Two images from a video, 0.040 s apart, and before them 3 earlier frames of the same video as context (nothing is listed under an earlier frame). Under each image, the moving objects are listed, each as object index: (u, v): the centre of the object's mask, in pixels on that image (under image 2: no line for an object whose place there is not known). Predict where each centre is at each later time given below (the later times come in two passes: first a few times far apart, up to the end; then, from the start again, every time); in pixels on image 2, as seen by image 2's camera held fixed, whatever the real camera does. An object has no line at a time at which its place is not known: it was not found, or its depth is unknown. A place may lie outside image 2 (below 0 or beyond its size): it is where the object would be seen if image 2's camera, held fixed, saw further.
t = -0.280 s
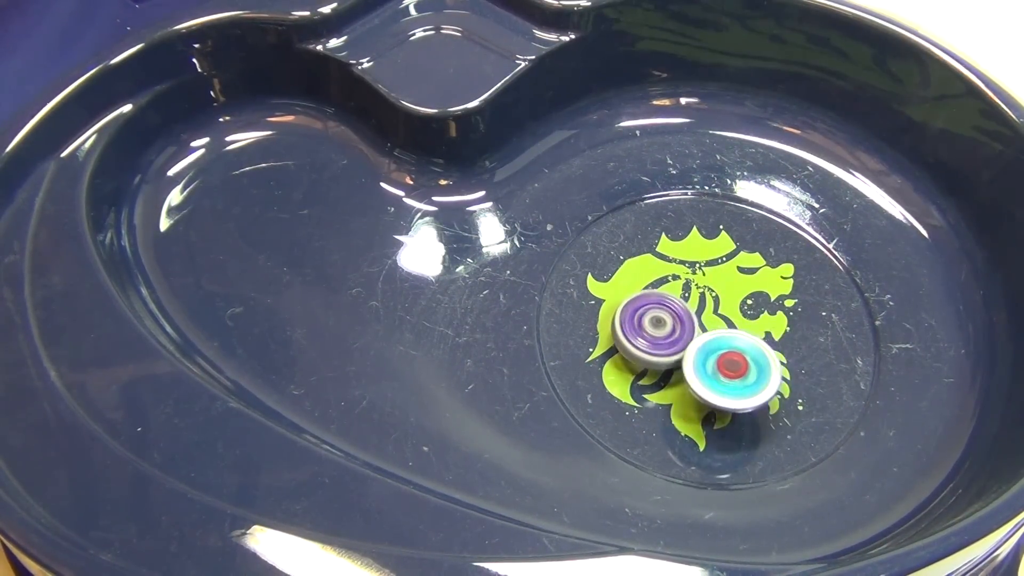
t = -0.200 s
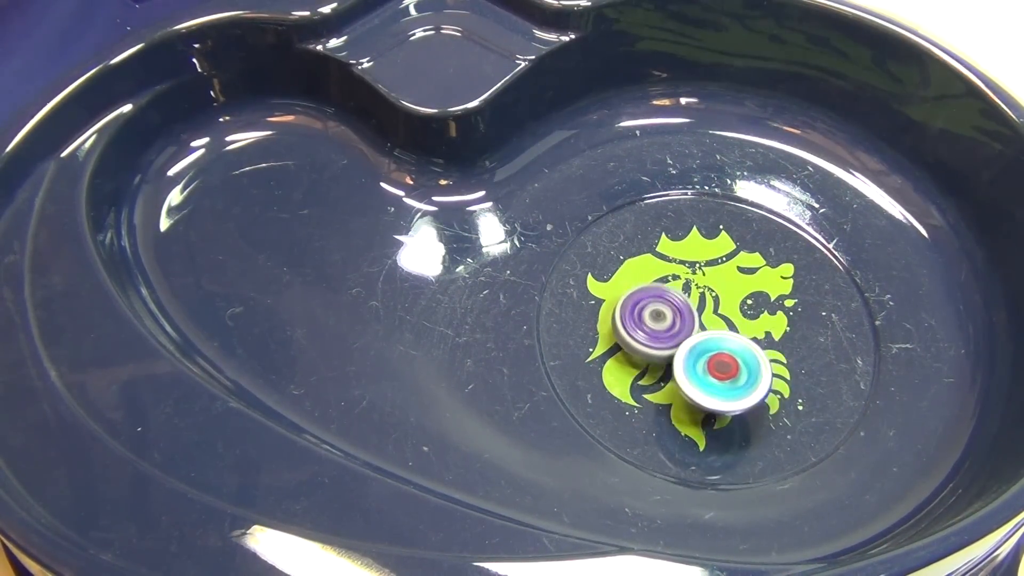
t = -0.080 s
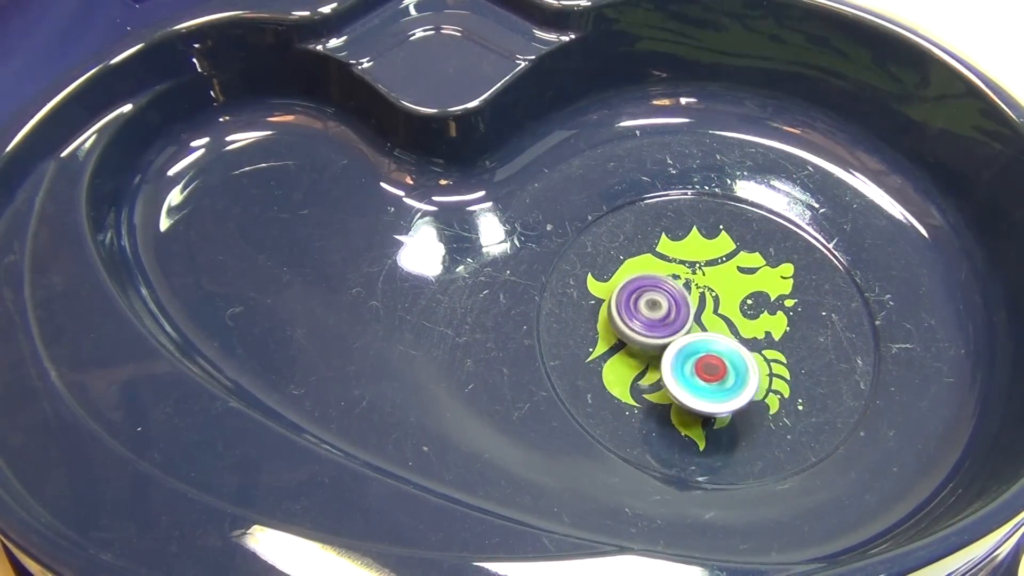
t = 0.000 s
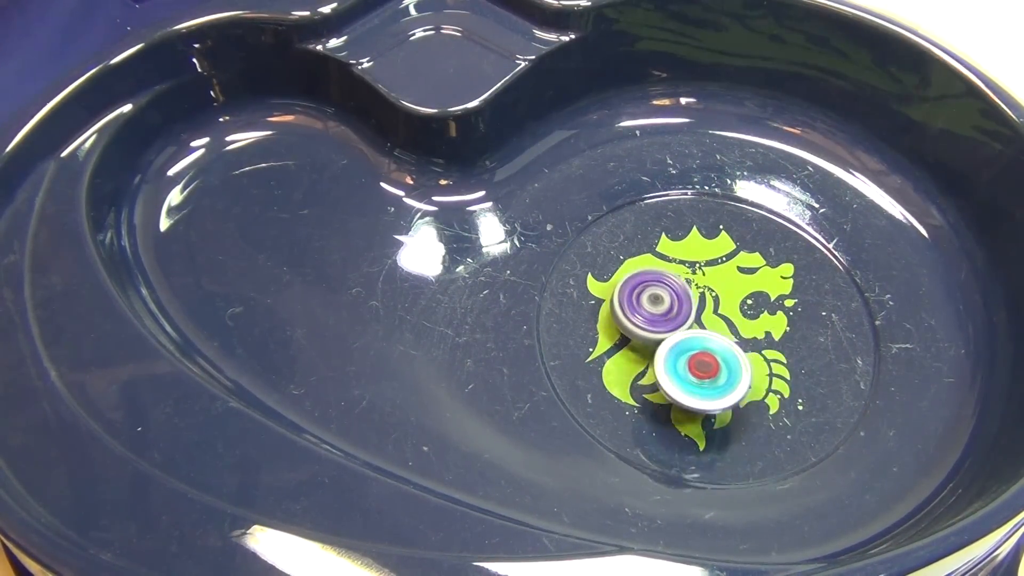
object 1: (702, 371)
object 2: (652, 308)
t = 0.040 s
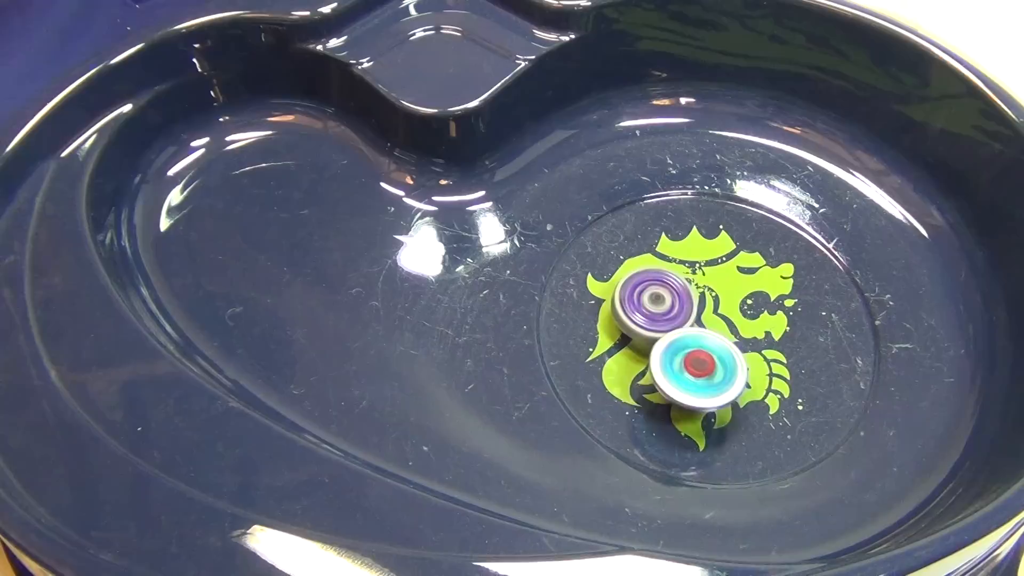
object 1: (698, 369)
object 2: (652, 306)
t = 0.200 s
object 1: (683, 364)
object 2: (657, 288)
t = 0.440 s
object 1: (691, 411)
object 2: (677, 234)
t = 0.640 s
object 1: (695, 405)
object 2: (669, 252)
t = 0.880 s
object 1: (686, 372)
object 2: (678, 291)
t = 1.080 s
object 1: (657, 322)
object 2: (731, 312)
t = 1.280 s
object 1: (592, 286)
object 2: (786, 372)
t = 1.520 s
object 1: (561, 281)
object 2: (800, 419)
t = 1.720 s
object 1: (569, 276)
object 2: (804, 431)
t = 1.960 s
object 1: (590, 258)
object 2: (779, 426)
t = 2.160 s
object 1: (627, 249)
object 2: (735, 413)
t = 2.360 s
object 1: (672, 253)
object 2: (686, 395)
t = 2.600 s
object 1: (724, 270)
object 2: (636, 364)
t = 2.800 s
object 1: (759, 292)
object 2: (599, 334)
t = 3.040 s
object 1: (782, 326)
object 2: (579, 303)
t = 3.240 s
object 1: (780, 355)
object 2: (579, 279)
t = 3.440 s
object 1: (762, 377)
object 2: (590, 259)
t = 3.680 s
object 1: (722, 383)
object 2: (609, 241)
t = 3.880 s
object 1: (686, 370)
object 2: (635, 237)
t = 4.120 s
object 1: (649, 335)
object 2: (689, 243)
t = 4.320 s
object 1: (632, 298)
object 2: (729, 258)
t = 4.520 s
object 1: (632, 268)
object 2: (764, 280)
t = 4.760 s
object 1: (651, 244)
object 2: (804, 305)
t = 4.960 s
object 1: (682, 241)
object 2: (816, 324)
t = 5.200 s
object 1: (720, 254)
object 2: (812, 356)
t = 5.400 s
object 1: (750, 280)
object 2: (805, 375)
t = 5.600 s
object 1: (769, 305)
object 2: (772, 389)
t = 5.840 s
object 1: (774, 310)
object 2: (708, 390)
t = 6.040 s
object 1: (765, 320)
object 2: (664, 372)
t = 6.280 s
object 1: (738, 333)
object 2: (623, 344)
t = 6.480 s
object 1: (713, 333)
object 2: (600, 317)
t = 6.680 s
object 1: (688, 327)
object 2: (598, 297)
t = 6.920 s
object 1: (668, 311)
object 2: (605, 274)
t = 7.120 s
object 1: (677, 316)
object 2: (626, 252)
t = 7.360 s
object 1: (688, 302)
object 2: (653, 240)
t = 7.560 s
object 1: (703, 294)
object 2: (687, 237)
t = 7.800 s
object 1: (719, 301)
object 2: (737, 246)
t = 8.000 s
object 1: (732, 309)
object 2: (774, 267)
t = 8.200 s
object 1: (736, 318)
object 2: (800, 297)
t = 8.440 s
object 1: (732, 330)
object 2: (811, 330)
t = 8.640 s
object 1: (722, 336)
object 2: (804, 356)
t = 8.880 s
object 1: (708, 333)
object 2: (780, 380)
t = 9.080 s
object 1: (692, 323)
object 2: (747, 392)
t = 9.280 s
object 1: (683, 313)
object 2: (710, 393)
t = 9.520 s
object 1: (681, 299)
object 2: (669, 381)
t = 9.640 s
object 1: (683, 292)
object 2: (650, 367)
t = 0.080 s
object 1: (694, 366)
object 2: (652, 304)
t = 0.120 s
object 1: (690, 364)
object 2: (652, 302)
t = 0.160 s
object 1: (686, 360)
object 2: (653, 299)
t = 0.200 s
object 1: (683, 364)
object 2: (657, 288)
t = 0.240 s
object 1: (679, 384)
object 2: (662, 272)
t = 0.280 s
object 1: (681, 393)
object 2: (667, 256)
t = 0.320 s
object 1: (683, 402)
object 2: (671, 244)
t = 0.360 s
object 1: (686, 409)
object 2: (674, 237)
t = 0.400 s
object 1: (688, 411)
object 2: (677, 233)
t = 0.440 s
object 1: (691, 411)
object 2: (677, 234)
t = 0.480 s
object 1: (694, 410)
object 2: (676, 236)
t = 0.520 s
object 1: (695, 410)
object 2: (675, 238)
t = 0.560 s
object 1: (696, 409)
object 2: (673, 243)
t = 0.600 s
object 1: (696, 407)
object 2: (671, 247)
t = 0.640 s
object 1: (695, 405)
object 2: (669, 252)
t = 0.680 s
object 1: (695, 401)
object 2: (668, 258)
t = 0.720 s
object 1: (693, 396)
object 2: (668, 265)
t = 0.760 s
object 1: (692, 391)
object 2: (669, 271)
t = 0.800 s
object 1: (690, 386)
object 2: (671, 279)
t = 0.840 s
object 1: (688, 379)
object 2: (674, 285)
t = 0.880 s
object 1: (686, 372)
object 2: (678, 291)
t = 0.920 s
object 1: (684, 365)
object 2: (683, 293)
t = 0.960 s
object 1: (682, 358)
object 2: (690, 294)
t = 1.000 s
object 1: (678, 350)
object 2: (699, 295)
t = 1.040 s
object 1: (670, 342)
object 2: (713, 301)
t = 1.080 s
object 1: (657, 322)
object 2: (731, 312)
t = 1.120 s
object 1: (636, 310)
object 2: (743, 324)
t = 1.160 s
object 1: (621, 302)
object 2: (759, 335)
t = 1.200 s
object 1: (612, 289)
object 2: (771, 349)
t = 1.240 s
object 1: (600, 291)
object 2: (780, 362)
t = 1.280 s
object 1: (592, 286)
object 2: (786, 372)
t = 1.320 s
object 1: (587, 284)
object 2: (789, 382)
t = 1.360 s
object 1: (582, 285)
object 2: (791, 391)
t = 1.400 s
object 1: (577, 285)
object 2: (793, 399)
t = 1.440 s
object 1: (572, 285)
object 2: (795, 406)
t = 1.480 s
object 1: (566, 283)
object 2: (798, 413)
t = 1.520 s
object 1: (561, 281)
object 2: (800, 419)
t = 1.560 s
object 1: (558, 278)
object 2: (803, 424)
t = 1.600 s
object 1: (562, 280)
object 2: (805, 427)
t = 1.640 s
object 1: (566, 280)
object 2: (806, 429)
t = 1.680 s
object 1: (568, 279)
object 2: (805, 430)
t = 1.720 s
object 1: (569, 276)
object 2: (804, 431)
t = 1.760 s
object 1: (571, 273)
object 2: (802, 431)
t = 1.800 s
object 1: (574, 270)
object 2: (799, 431)
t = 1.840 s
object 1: (577, 266)
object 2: (796, 430)
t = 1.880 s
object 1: (581, 263)
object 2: (791, 429)
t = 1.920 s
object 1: (585, 261)
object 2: (786, 428)
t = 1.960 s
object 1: (590, 258)
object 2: (779, 426)
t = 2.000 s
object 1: (596, 255)
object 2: (772, 424)
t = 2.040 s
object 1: (603, 253)
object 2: (763, 422)
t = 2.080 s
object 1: (610, 252)
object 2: (754, 419)
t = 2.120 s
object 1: (619, 250)
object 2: (745, 416)
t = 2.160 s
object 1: (627, 249)
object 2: (735, 413)
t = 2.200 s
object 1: (635, 249)
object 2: (724, 410)
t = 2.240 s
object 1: (644, 249)
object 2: (714, 406)
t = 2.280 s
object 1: (653, 250)
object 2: (703, 402)
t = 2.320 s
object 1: (663, 251)
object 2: (694, 399)
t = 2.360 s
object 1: (672, 253)
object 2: (686, 395)
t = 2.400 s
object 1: (681, 255)
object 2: (677, 390)
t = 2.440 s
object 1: (690, 257)
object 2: (669, 386)
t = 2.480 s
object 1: (699, 260)
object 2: (660, 380)
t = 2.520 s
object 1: (708, 263)
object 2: (651, 374)
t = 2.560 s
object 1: (716, 266)
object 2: (643, 369)
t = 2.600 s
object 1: (724, 270)
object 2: (636, 364)
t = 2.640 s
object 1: (732, 274)
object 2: (628, 357)
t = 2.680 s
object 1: (739, 277)
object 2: (620, 352)
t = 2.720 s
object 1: (746, 282)
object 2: (613, 345)
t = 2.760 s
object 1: (753, 287)
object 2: (606, 340)
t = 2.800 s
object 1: (759, 292)
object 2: (599, 334)
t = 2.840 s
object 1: (764, 297)
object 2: (593, 328)
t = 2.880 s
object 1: (770, 302)
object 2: (588, 323)
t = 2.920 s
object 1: (774, 308)
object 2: (585, 319)
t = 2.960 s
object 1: (777, 313)
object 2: (583, 313)
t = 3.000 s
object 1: (780, 320)
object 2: (581, 308)
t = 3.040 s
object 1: (782, 326)
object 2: (579, 303)
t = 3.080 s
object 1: (782, 332)
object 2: (578, 298)
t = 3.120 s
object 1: (783, 338)
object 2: (578, 293)
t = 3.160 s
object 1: (783, 344)
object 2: (578, 288)
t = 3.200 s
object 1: (782, 350)
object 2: (579, 284)
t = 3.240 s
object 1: (780, 355)
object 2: (579, 279)
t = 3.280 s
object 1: (778, 360)
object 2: (580, 274)
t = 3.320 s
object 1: (775, 365)
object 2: (582, 270)
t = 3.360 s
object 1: (771, 370)
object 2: (585, 265)
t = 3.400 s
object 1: (767, 374)
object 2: (588, 262)
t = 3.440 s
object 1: (762, 377)
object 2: (590, 259)
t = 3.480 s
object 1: (757, 380)
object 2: (592, 255)
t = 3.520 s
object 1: (750, 382)
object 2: (594, 252)
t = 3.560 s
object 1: (743, 384)
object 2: (597, 249)
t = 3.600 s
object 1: (736, 384)
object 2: (601, 246)
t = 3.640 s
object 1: (729, 385)
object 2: (605, 243)
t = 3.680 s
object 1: (722, 383)
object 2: (609, 241)
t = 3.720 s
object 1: (715, 382)
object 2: (613, 240)
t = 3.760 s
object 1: (708, 379)
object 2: (617, 238)
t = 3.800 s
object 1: (700, 376)
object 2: (622, 237)
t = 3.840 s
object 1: (693, 373)
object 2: (628, 237)
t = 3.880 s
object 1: (686, 370)
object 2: (635, 237)
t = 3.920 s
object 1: (679, 366)
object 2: (642, 239)
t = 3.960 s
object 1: (672, 361)
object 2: (650, 240)
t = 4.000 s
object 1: (666, 354)
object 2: (659, 241)
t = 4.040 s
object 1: (660, 349)
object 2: (669, 241)
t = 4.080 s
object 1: (654, 342)
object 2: (679, 242)
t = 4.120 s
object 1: (649, 335)
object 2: (689, 243)
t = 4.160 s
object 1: (644, 328)
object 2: (698, 245)
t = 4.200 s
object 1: (640, 321)
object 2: (707, 247)
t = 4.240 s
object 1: (637, 313)
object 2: (714, 250)
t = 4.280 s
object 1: (634, 306)
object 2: (722, 253)
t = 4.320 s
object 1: (632, 298)
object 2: (729, 258)
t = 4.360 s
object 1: (631, 291)
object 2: (736, 262)
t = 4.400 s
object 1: (630, 285)
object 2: (743, 267)
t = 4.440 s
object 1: (630, 279)
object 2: (750, 271)
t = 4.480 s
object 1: (632, 273)
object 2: (757, 275)
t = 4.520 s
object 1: (632, 268)
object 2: (764, 280)
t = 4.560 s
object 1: (634, 263)
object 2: (771, 285)
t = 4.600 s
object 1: (636, 258)
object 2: (778, 289)
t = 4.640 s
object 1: (638, 254)
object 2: (785, 293)
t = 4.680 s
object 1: (641, 250)
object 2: (792, 297)
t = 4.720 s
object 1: (646, 246)
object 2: (798, 301)
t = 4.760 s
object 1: (651, 244)
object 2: (804, 305)
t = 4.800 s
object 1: (656, 242)
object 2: (808, 309)
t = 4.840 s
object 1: (662, 241)
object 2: (812, 313)
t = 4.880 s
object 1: (668, 240)
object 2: (815, 316)
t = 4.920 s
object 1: (675, 240)
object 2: (816, 320)
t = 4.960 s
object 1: (682, 241)
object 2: (816, 324)
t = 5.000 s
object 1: (689, 243)
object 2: (815, 328)
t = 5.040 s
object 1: (695, 245)
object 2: (814, 332)
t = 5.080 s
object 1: (701, 247)
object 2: (813, 338)
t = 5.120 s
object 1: (707, 249)
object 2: (812, 344)
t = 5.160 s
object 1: (714, 251)
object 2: (812, 350)
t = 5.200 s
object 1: (720, 254)
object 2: (812, 356)
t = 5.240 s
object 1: (727, 259)
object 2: (812, 363)
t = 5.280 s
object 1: (734, 263)
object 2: (812, 368)
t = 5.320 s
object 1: (739, 269)
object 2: (810, 371)
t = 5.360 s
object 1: (745, 275)
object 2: (808, 374)
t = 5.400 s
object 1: (750, 280)
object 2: (805, 375)
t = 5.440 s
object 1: (754, 287)
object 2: (800, 376)
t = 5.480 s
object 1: (758, 293)
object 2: (793, 378)
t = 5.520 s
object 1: (761, 299)
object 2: (786, 380)
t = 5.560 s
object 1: (764, 305)
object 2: (779, 384)
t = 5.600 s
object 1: (769, 305)
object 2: (772, 389)
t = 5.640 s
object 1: (772, 304)
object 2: (763, 397)
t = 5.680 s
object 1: (774, 304)
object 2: (750, 401)
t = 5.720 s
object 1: (775, 304)
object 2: (736, 402)
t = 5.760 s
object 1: (775, 305)
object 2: (725, 398)
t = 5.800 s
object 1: (775, 307)
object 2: (716, 394)
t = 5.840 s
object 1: (774, 310)
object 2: (708, 390)
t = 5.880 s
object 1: (773, 312)
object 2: (699, 387)
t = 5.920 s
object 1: (771, 314)
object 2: (690, 383)
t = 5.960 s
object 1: (769, 316)
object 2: (682, 379)
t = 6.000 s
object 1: (767, 318)
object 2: (672, 376)
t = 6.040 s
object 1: (765, 320)
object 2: (664, 372)
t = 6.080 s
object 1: (762, 323)
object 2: (655, 368)
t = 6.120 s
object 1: (758, 325)
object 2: (647, 363)
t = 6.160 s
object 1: (754, 327)
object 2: (641, 359)
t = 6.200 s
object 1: (749, 329)
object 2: (634, 354)
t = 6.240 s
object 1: (744, 331)
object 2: (628, 349)
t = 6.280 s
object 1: (738, 333)
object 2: (623, 344)
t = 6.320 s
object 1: (733, 334)
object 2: (617, 338)
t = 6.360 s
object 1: (727, 334)
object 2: (612, 333)
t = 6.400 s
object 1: (722, 334)
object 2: (608, 327)
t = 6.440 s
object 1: (718, 334)
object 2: (603, 322)
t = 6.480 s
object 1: (713, 333)
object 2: (600, 317)
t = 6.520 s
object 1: (709, 333)
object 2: (598, 312)
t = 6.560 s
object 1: (704, 332)
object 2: (598, 308)
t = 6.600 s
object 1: (699, 331)
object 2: (597, 304)
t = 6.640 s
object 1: (693, 330)
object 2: (598, 300)
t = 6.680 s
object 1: (688, 327)
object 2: (598, 297)
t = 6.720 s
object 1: (683, 325)
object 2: (599, 292)
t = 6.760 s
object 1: (679, 322)
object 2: (599, 288)
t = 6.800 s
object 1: (675, 319)
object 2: (600, 284)
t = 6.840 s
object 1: (672, 317)
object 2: (601, 281)
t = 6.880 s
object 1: (670, 314)
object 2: (603, 278)
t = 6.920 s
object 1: (668, 311)
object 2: (605, 274)
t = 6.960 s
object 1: (666, 309)
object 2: (608, 271)
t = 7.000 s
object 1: (668, 311)
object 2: (612, 264)
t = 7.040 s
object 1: (672, 315)
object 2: (617, 259)
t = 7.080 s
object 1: (675, 317)
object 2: (622, 257)
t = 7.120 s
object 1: (677, 316)
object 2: (626, 252)
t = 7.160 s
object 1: (678, 314)
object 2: (631, 248)
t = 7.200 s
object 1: (680, 311)
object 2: (635, 245)
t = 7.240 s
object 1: (682, 309)
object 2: (639, 244)
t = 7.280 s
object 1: (684, 307)
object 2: (644, 242)
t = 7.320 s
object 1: (687, 305)
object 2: (648, 241)
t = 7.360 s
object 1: (688, 302)
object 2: (653, 240)
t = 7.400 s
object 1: (690, 300)
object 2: (658, 239)
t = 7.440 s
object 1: (693, 298)
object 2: (665, 238)
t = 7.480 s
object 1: (696, 296)
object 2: (672, 237)
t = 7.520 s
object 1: (700, 295)
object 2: (679, 237)
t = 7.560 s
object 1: (703, 294)
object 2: (687, 237)
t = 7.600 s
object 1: (706, 295)
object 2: (696, 238)
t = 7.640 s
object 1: (709, 298)
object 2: (704, 238)
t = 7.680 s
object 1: (711, 299)
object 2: (712, 240)
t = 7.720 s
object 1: (713, 300)
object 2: (720, 241)
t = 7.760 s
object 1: (716, 300)
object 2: (728, 243)
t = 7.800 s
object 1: (719, 301)
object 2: (737, 246)
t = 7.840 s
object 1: (722, 302)
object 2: (745, 249)
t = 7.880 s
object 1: (725, 303)
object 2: (753, 253)
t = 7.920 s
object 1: (728, 305)
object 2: (761, 258)
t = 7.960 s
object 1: (731, 307)
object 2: (767, 262)
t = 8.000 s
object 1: (732, 309)
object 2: (774, 267)
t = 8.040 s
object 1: (734, 311)
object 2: (780, 272)
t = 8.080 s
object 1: (735, 312)
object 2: (786, 278)
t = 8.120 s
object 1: (736, 314)
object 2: (791, 284)
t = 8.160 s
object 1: (737, 315)
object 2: (796, 291)
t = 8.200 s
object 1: (736, 318)
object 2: (800, 297)
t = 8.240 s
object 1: (737, 321)
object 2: (804, 304)
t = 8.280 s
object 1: (736, 323)
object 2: (807, 310)
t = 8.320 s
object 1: (735, 326)
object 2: (808, 315)
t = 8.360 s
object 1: (734, 327)
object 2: (809, 320)
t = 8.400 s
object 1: (733, 329)
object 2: (810, 326)
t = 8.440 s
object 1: (732, 330)
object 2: (811, 330)
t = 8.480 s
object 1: (731, 331)
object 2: (809, 336)
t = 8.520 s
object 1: (730, 332)
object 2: (809, 340)
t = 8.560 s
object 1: (728, 334)
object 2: (808, 345)
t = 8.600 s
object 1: (725, 335)
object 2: (806, 351)
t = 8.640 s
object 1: (722, 336)
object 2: (804, 356)
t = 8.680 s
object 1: (720, 335)
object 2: (802, 360)
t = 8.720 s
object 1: (717, 335)
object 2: (798, 365)
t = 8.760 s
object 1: (715, 334)
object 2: (794, 369)
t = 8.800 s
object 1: (713, 334)
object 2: (791, 373)
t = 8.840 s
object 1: (711, 334)
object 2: (786, 377)
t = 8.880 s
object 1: (708, 333)
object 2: (780, 380)
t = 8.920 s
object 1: (704, 332)
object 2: (774, 382)
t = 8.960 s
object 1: (701, 331)
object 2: (768, 385)
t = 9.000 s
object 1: (698, 328)
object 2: (761, 387)
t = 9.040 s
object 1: (695, 326)
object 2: (754, 390)
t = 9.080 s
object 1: (692, 323)
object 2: (747, 392)
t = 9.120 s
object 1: (690, 321)
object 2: (741, 393)
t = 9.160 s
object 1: (688, 319)
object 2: (733, 394)
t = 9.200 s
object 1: (686, 318)
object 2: (726, 394)
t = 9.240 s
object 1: (685, 315)
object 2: (718, 394)
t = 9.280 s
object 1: (683, 313)
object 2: (710, 393)
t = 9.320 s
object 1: (682, 310)
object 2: (703, 393)
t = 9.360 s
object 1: (681, 306)
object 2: (696, 391)
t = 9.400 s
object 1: (681, 304)
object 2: (688, 389)
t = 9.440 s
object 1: (681, 302)
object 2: (682, 387)
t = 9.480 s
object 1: (681, 300)
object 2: (675, 384)
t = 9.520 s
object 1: (681, 299)
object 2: (669, 381)
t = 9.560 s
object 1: (681, 297)
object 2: (662, 376)
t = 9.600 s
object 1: (682, 295)
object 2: (656, 372)
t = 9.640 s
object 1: (683, 292)
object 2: (650, 367)
